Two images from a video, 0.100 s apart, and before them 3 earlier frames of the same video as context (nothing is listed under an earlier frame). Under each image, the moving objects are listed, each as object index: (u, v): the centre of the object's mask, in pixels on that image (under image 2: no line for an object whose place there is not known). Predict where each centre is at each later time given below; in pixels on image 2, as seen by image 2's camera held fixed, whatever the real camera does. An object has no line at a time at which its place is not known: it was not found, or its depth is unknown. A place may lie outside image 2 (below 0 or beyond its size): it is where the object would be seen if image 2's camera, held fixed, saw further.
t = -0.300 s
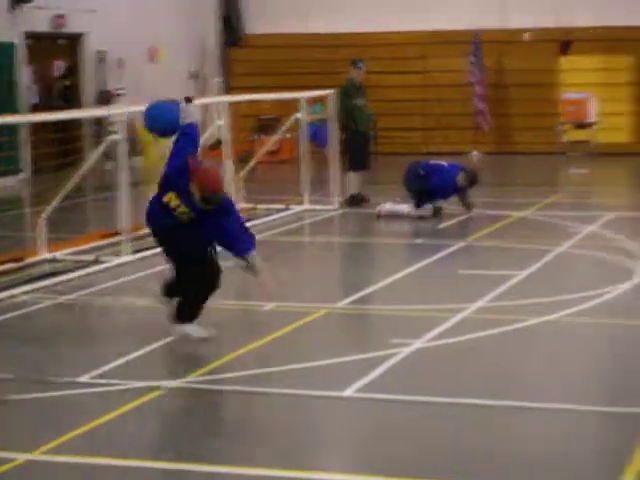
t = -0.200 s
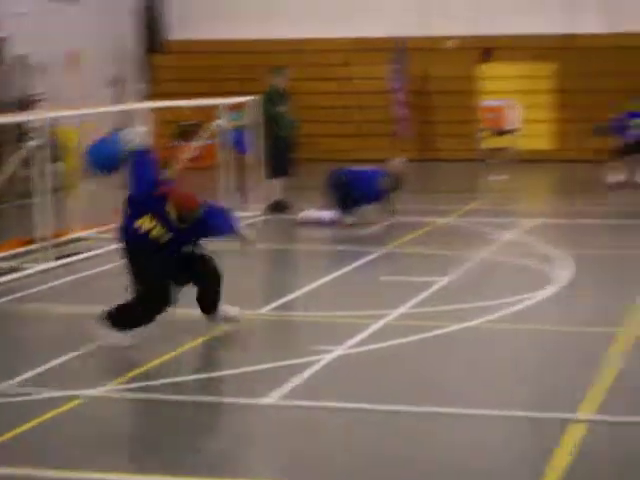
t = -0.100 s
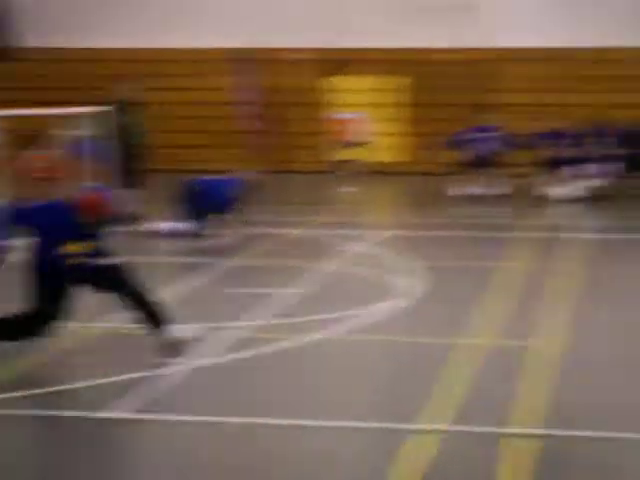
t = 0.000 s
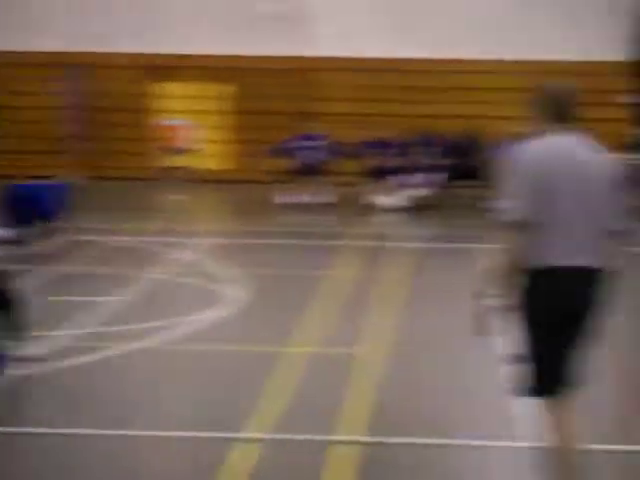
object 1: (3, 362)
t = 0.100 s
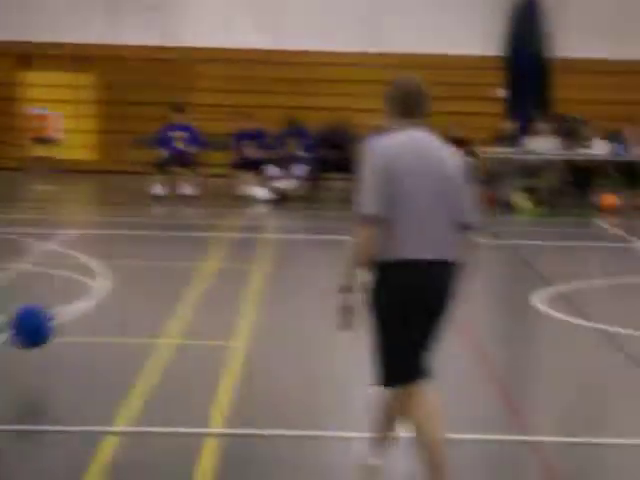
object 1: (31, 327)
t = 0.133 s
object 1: (94, 321)
